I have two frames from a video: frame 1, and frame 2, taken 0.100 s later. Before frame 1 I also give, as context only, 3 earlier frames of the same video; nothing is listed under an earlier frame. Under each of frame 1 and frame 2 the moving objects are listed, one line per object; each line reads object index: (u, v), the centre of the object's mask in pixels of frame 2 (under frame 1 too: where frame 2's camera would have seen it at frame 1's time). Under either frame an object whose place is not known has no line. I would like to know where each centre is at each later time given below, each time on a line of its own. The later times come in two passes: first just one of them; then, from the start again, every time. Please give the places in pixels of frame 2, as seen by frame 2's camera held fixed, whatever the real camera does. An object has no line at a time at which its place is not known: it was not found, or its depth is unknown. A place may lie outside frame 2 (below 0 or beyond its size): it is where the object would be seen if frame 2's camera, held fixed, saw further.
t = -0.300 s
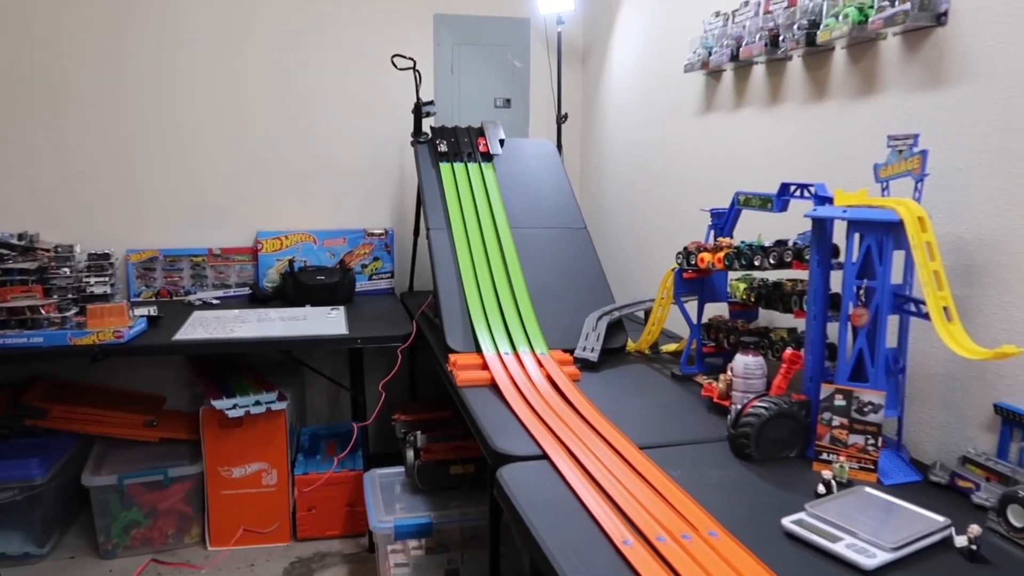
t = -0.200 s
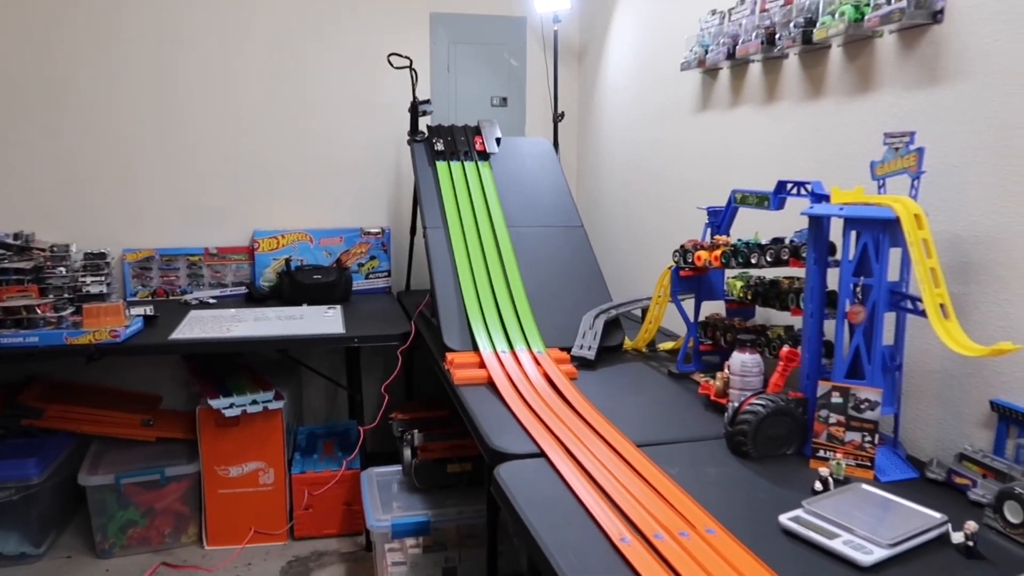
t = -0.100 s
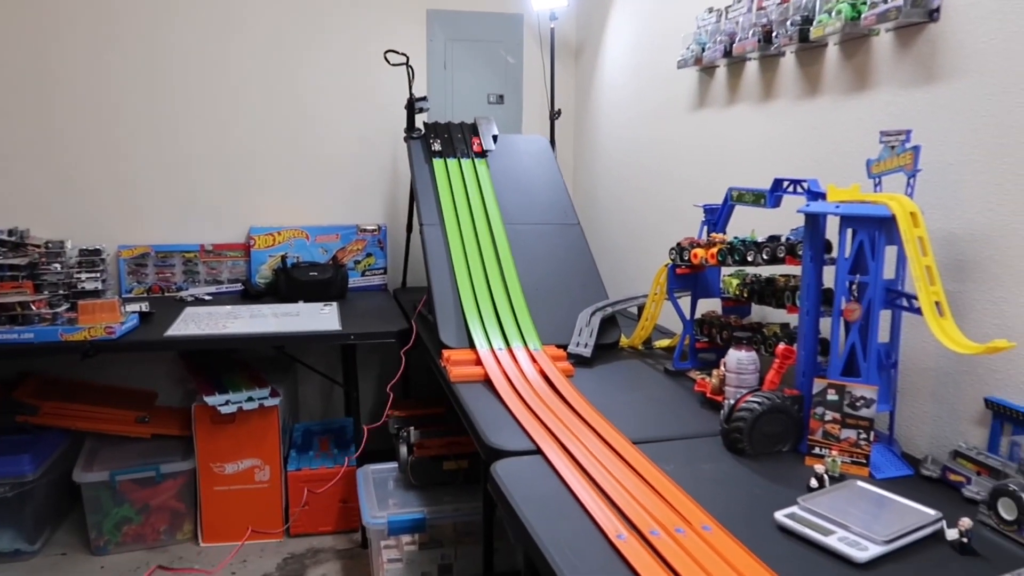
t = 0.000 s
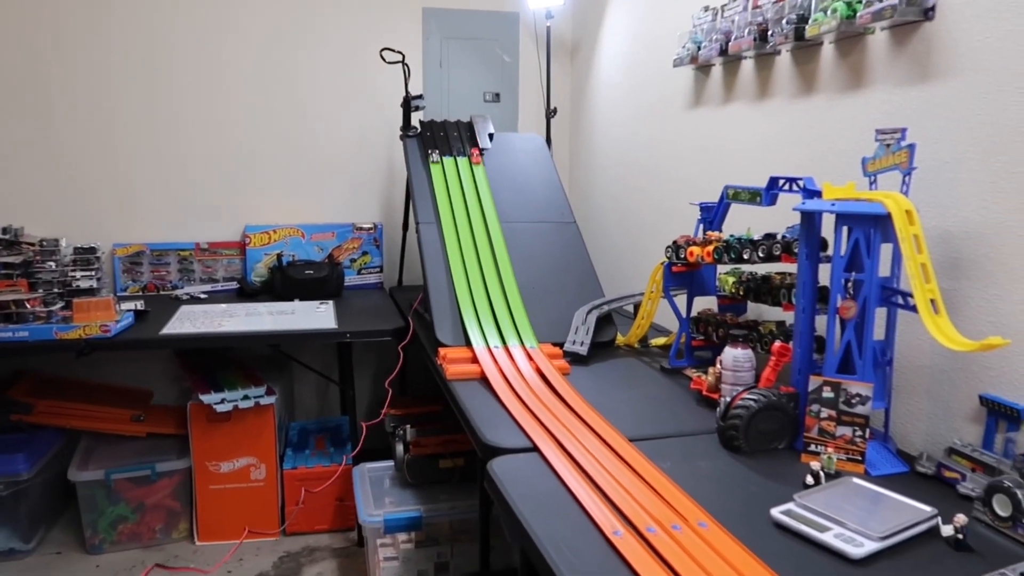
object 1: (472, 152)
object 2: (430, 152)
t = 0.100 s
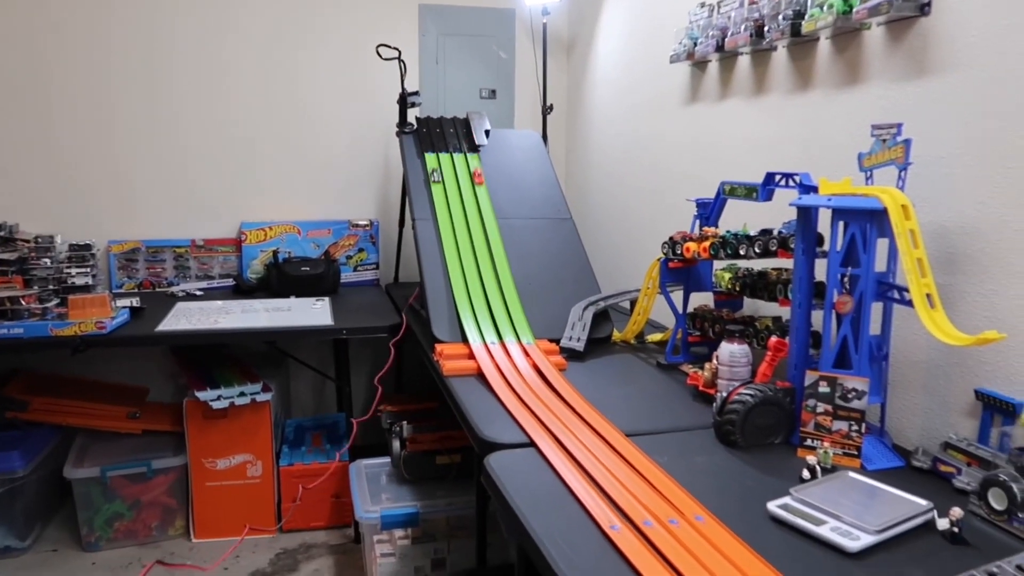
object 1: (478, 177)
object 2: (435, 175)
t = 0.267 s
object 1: (496, 243)
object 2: (449, 241)
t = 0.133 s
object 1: (480, 187)
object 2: (437, 186)
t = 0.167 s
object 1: (484, 198)
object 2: (439, 197)
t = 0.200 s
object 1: (487, 212)
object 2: (442, 210)
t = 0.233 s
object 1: (492, 227)
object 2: (446, 225)
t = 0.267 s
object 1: (496, 243)
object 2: (449, 241)
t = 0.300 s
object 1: (502, 262)
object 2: (453, 260)
